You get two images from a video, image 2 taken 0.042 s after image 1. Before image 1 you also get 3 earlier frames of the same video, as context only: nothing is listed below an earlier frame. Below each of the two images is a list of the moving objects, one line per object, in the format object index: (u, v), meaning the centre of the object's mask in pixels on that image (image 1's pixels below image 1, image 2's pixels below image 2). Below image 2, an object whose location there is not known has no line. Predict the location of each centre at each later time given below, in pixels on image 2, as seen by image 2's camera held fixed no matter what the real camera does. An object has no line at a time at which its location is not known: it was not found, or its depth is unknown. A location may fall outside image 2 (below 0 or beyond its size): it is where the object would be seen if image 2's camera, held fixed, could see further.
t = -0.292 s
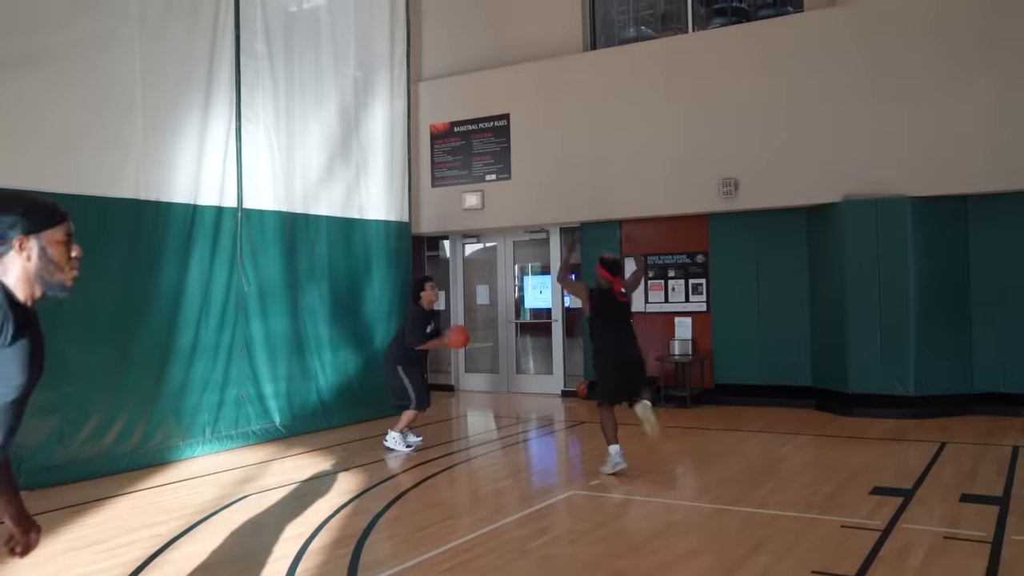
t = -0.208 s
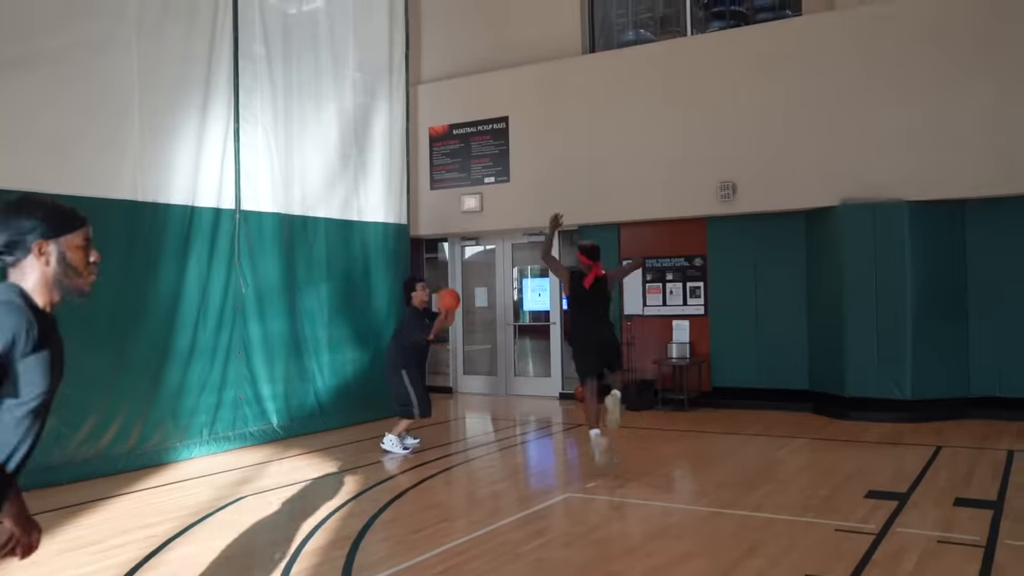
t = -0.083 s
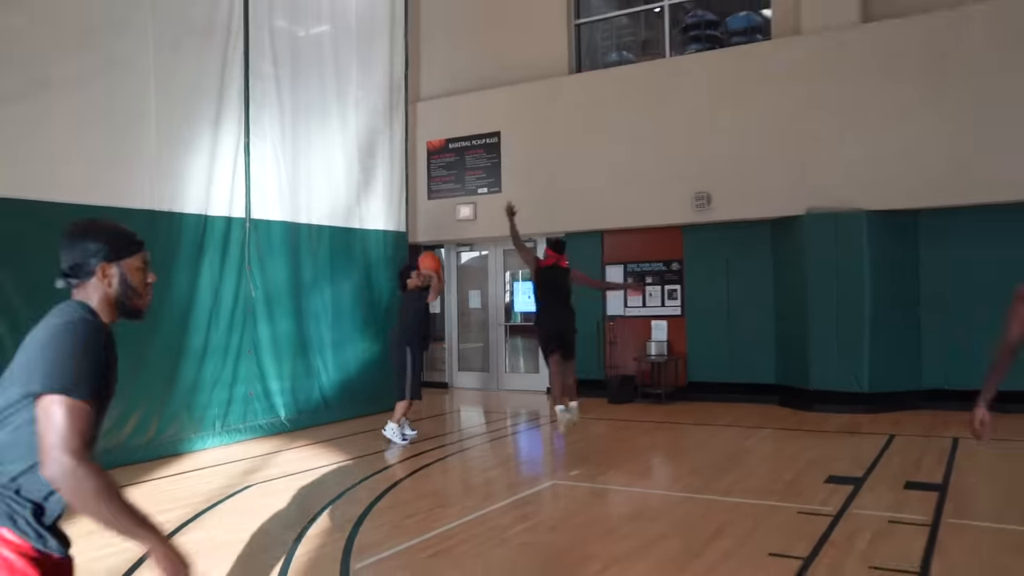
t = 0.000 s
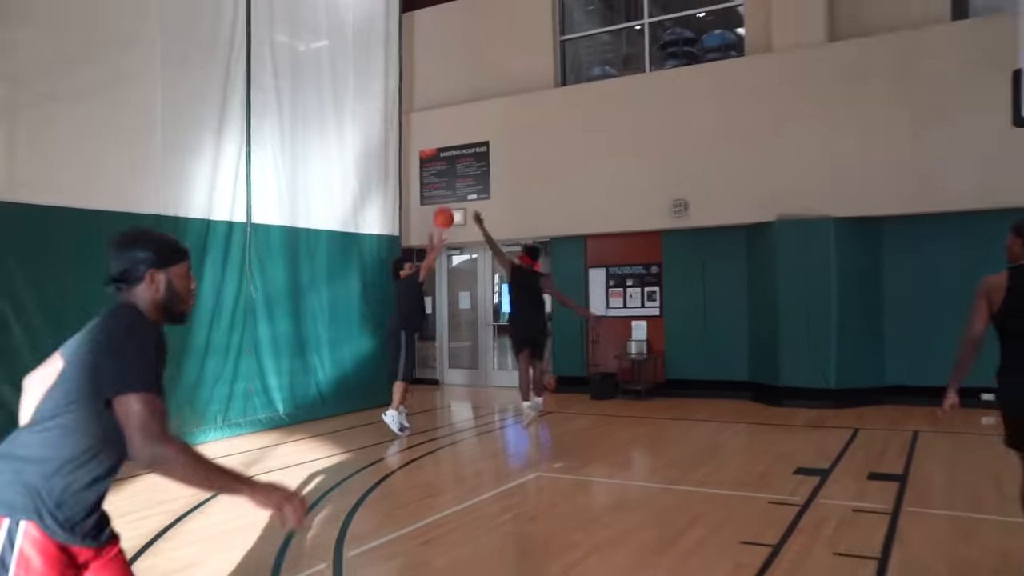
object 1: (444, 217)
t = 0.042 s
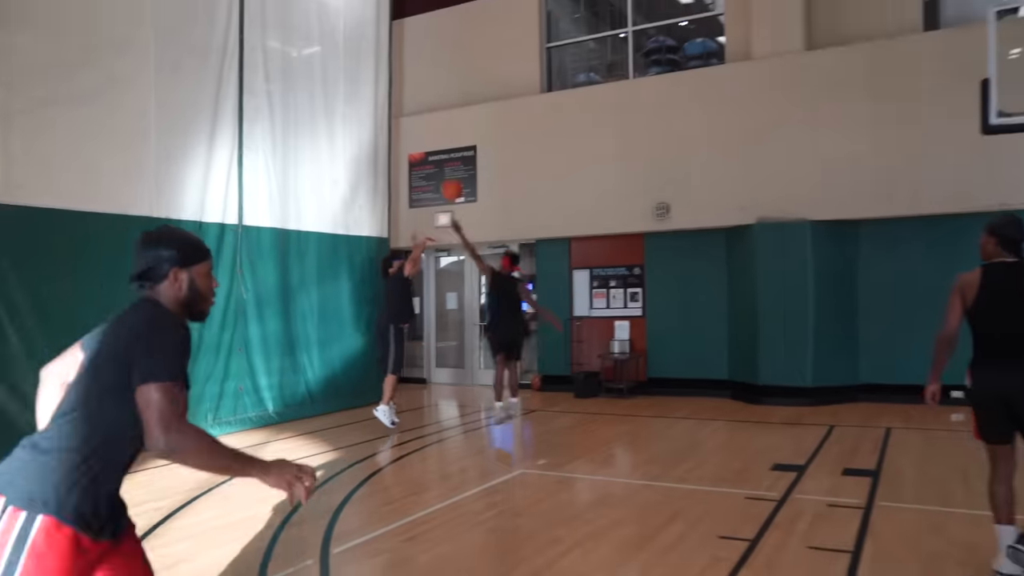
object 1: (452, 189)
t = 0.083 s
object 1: (465, 170)
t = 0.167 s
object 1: (500, 124)
